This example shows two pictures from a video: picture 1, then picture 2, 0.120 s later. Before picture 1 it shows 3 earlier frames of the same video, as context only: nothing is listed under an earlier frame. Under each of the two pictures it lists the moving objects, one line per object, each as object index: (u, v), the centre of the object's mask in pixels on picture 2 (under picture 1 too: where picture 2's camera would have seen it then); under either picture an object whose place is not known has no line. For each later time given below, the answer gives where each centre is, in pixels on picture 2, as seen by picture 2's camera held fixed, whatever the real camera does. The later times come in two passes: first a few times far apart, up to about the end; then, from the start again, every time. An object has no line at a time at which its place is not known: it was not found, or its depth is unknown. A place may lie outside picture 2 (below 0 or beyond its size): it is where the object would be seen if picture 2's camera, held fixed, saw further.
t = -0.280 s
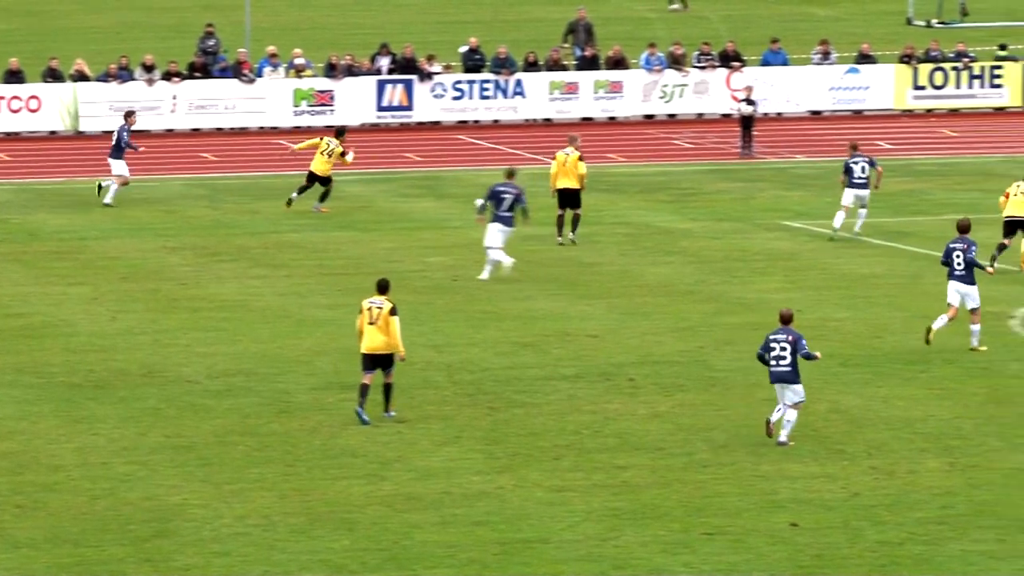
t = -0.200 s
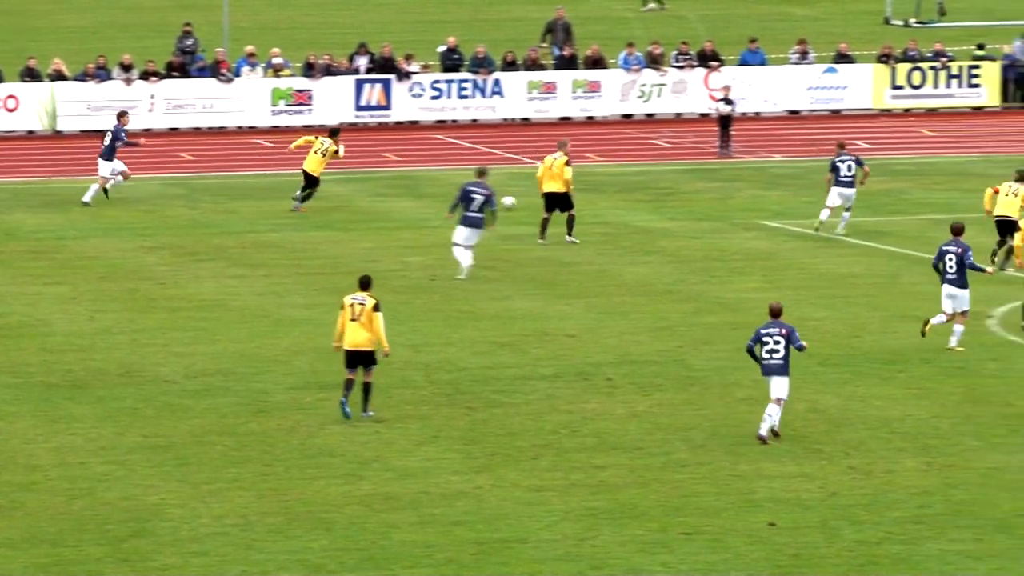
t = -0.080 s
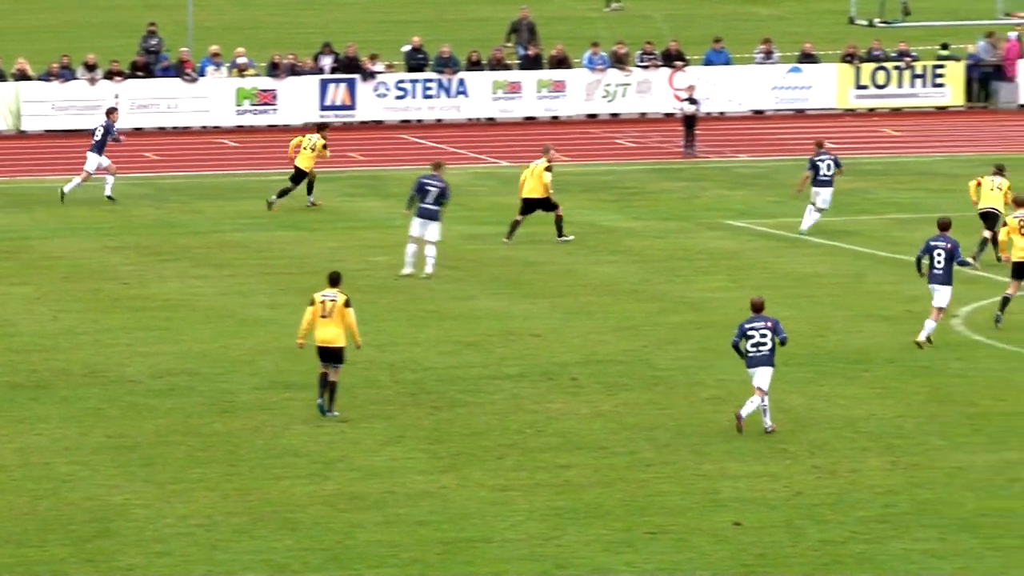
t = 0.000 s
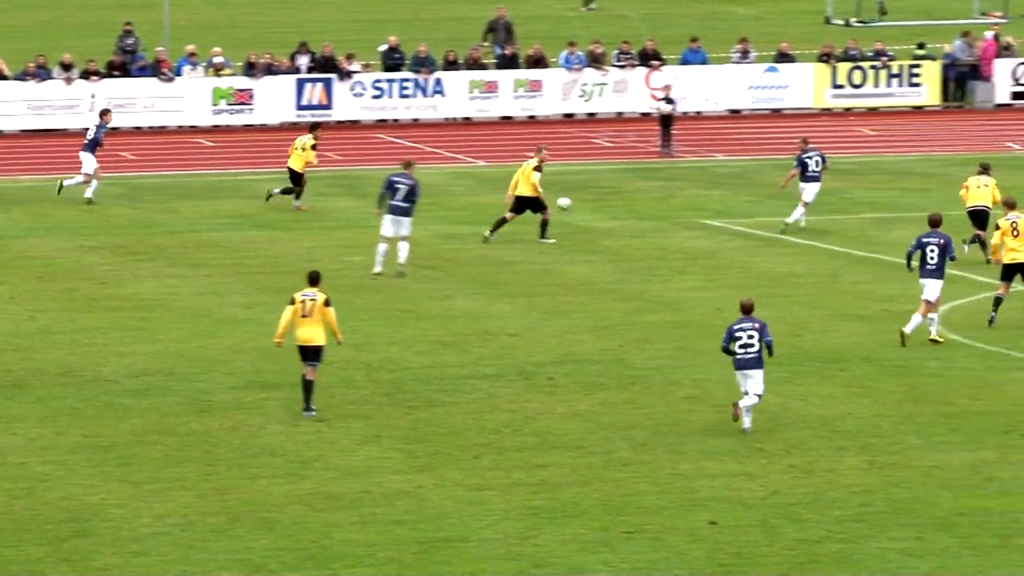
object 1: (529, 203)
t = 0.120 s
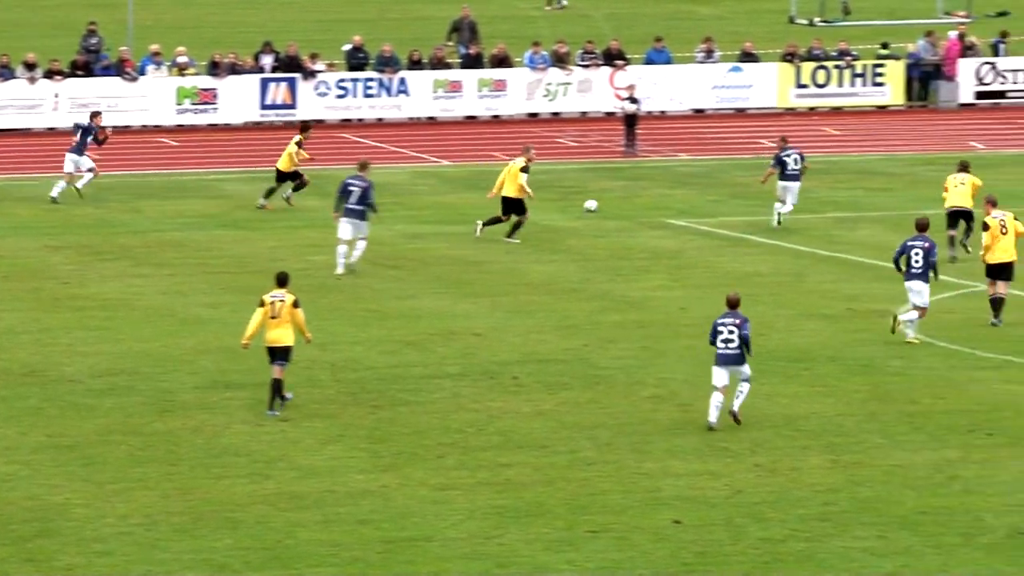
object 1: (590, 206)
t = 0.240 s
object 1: (643, 202)
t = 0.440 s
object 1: (728, 205)
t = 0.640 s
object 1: (806, 208)
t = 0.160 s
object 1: (608, 204)
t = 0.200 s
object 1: (626, 202)
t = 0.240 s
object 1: (643, 202)
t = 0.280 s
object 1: (661, 203)
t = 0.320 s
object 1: (679, 206)
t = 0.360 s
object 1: (695, 207)
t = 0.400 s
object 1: (711, 206)
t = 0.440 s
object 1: (728, 205)
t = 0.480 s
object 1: (743, 204)
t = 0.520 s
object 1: (758, 205)
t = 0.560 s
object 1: (775, 208)
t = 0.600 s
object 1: (790, 210)
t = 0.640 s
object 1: (806, 208)
